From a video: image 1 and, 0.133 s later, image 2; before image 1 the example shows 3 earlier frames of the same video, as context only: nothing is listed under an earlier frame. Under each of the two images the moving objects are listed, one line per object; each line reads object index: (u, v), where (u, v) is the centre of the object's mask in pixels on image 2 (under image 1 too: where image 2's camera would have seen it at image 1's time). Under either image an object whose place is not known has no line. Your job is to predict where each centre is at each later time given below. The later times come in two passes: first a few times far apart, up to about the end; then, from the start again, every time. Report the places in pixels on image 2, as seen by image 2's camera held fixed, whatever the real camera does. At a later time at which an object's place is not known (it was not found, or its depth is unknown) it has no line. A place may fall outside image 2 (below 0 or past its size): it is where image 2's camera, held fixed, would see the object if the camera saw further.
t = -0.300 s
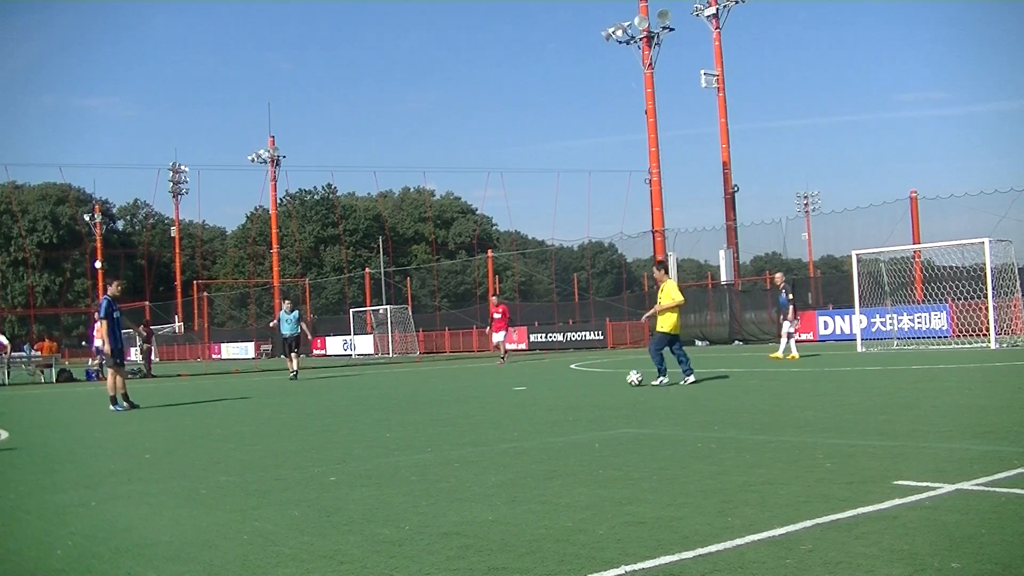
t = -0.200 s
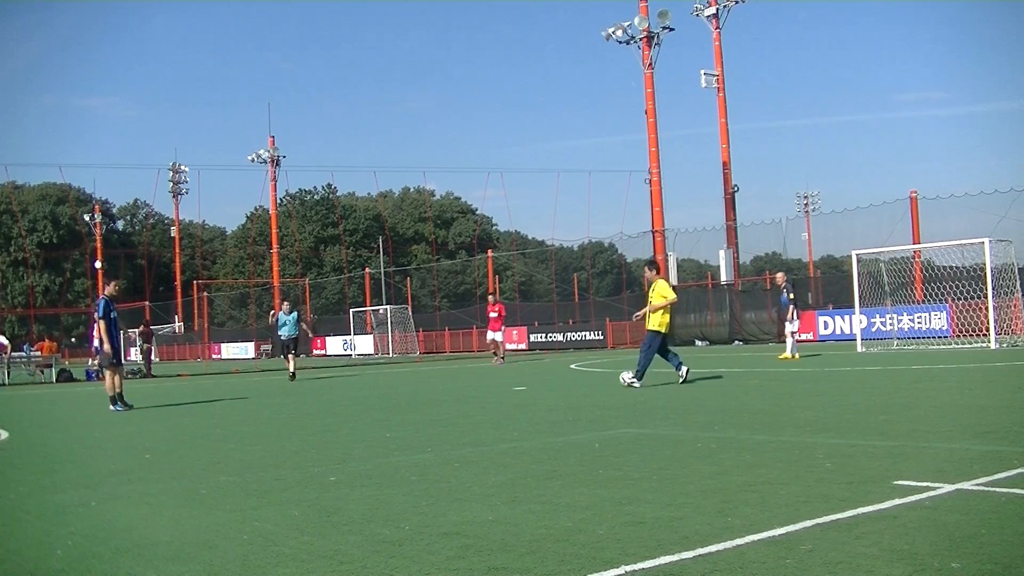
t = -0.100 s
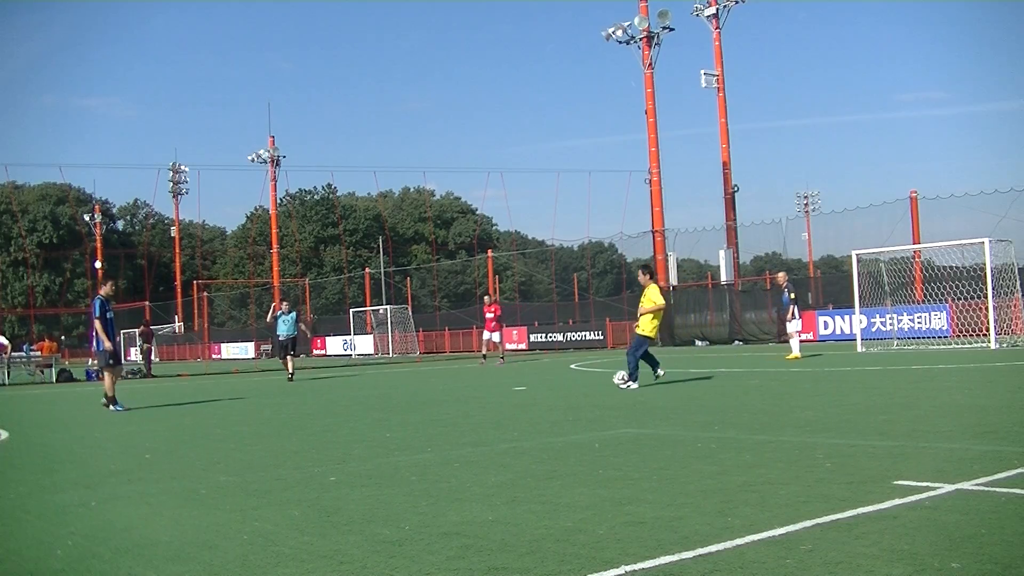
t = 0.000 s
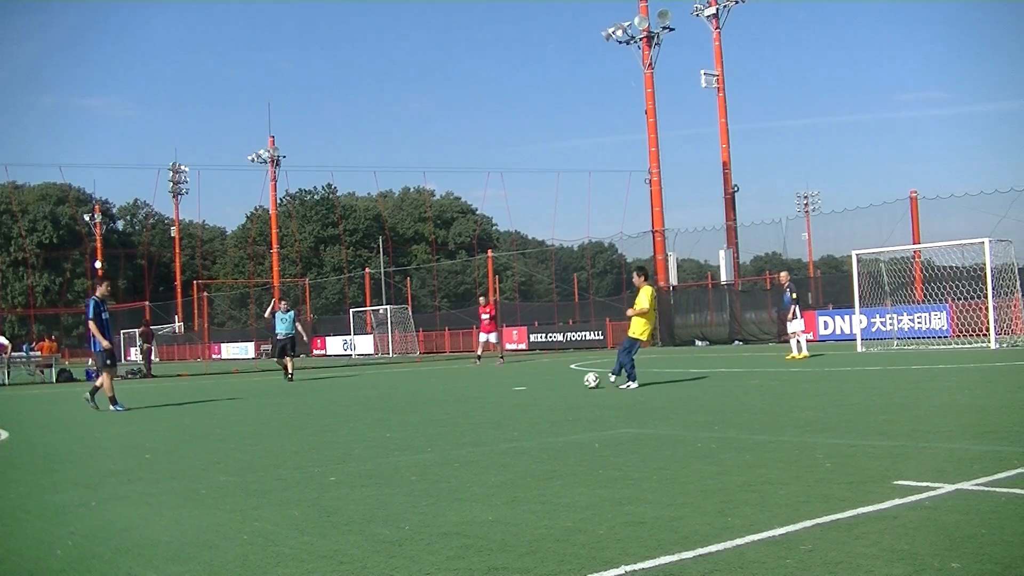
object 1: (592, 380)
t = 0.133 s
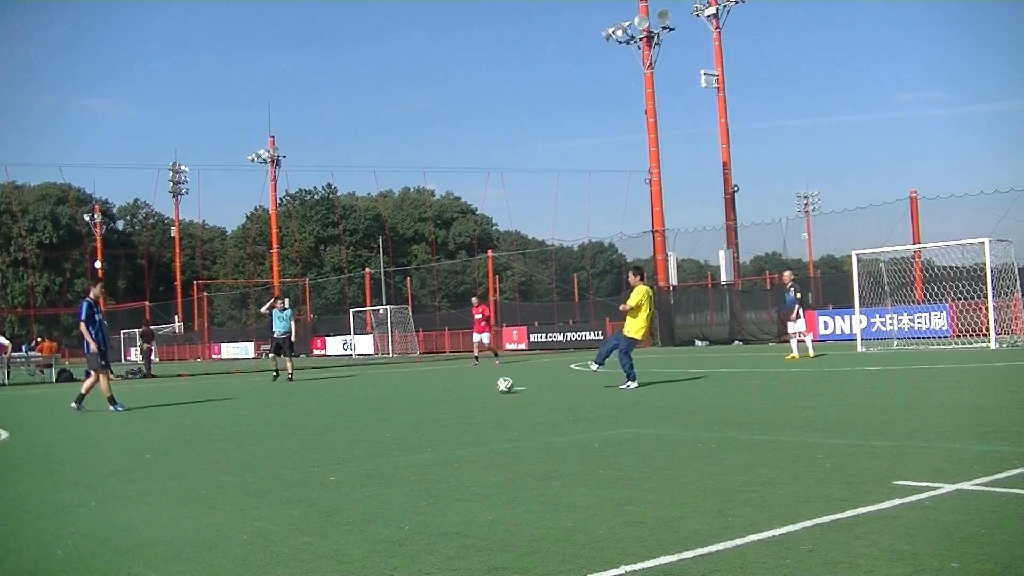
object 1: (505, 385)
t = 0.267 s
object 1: (424, 389)
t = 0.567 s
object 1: (268, 395)
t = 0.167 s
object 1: (484, 386)
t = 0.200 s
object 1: (463, 387)
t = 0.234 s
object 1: (443, 388)
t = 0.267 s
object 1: (424, 389)
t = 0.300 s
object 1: (405, 390)
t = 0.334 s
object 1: (386, 391)
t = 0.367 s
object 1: (368, 392)
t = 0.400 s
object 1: (350, 392)
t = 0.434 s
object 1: (333, 393)
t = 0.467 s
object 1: (316, 393)
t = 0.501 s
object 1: (299, 395)
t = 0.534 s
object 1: (283, 395)
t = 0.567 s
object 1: (268, 395)
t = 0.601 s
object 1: (253, 396)
